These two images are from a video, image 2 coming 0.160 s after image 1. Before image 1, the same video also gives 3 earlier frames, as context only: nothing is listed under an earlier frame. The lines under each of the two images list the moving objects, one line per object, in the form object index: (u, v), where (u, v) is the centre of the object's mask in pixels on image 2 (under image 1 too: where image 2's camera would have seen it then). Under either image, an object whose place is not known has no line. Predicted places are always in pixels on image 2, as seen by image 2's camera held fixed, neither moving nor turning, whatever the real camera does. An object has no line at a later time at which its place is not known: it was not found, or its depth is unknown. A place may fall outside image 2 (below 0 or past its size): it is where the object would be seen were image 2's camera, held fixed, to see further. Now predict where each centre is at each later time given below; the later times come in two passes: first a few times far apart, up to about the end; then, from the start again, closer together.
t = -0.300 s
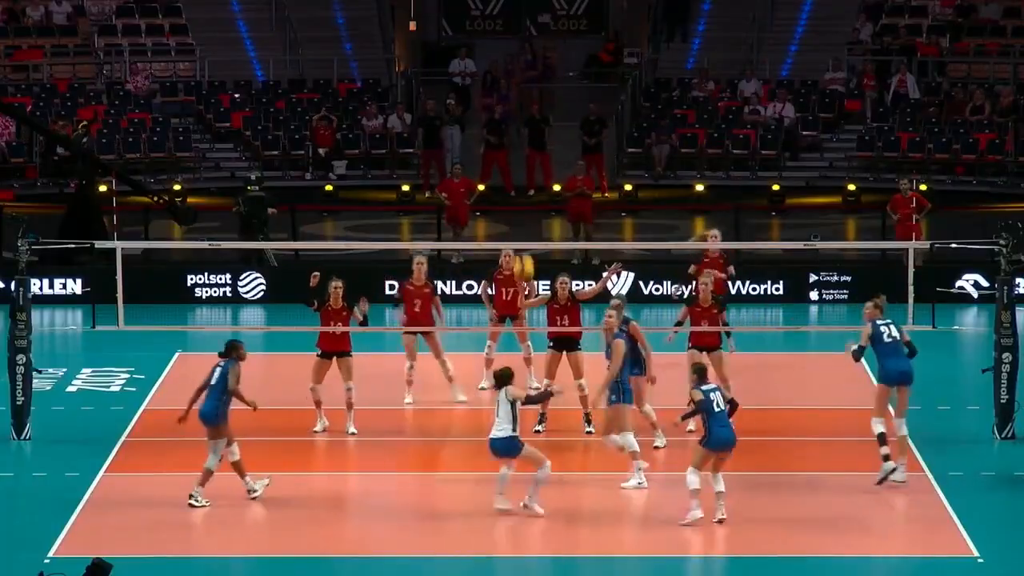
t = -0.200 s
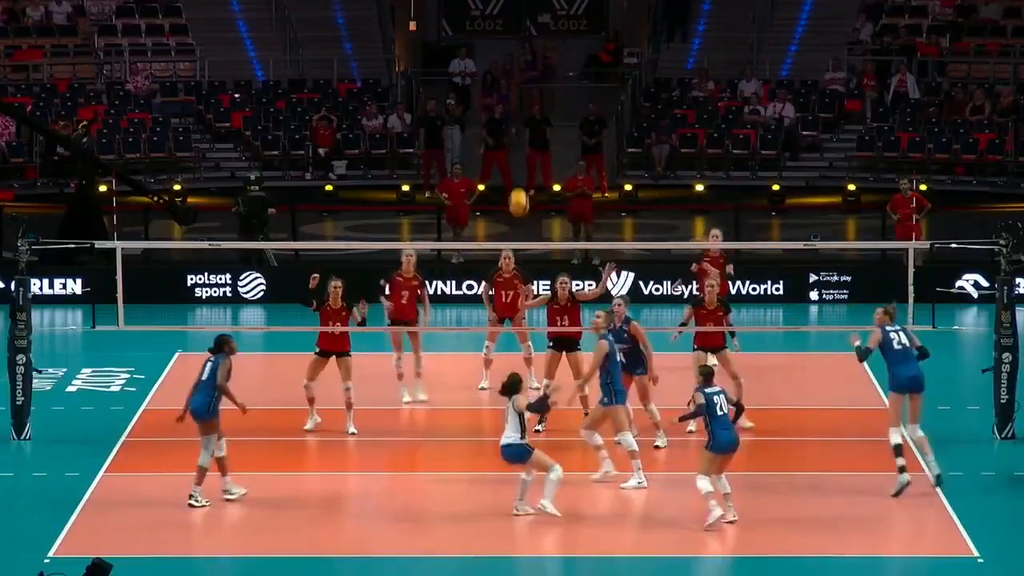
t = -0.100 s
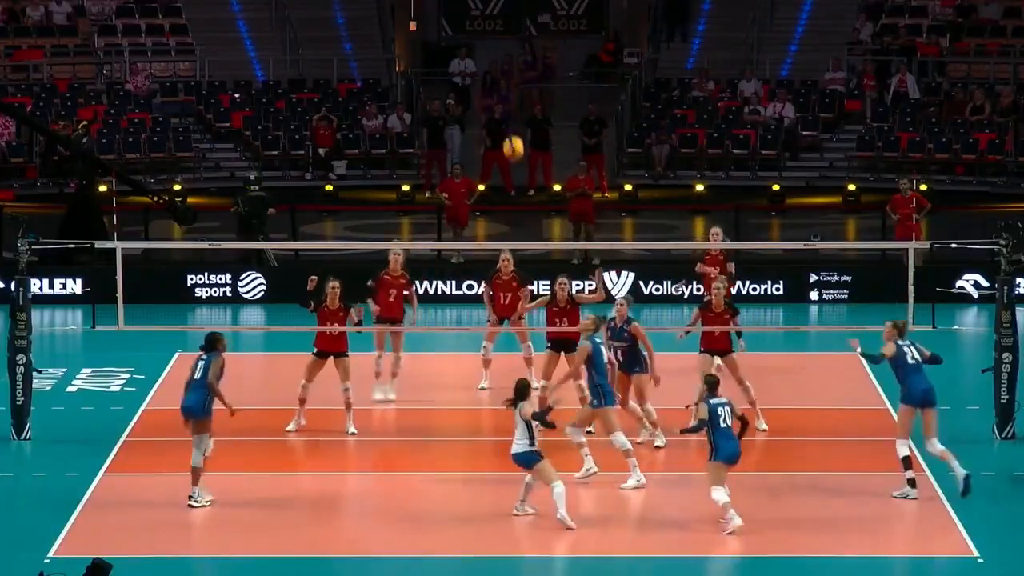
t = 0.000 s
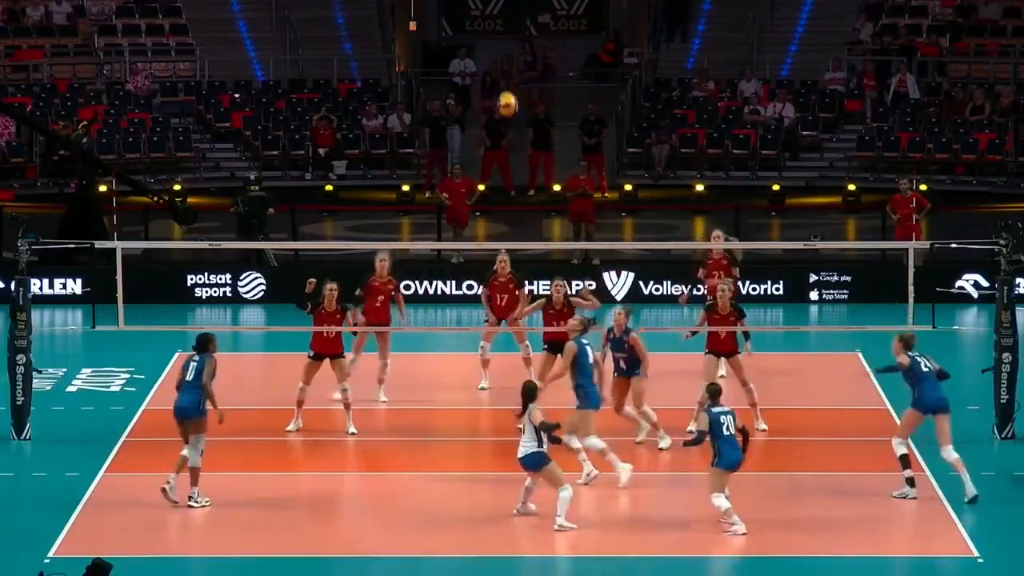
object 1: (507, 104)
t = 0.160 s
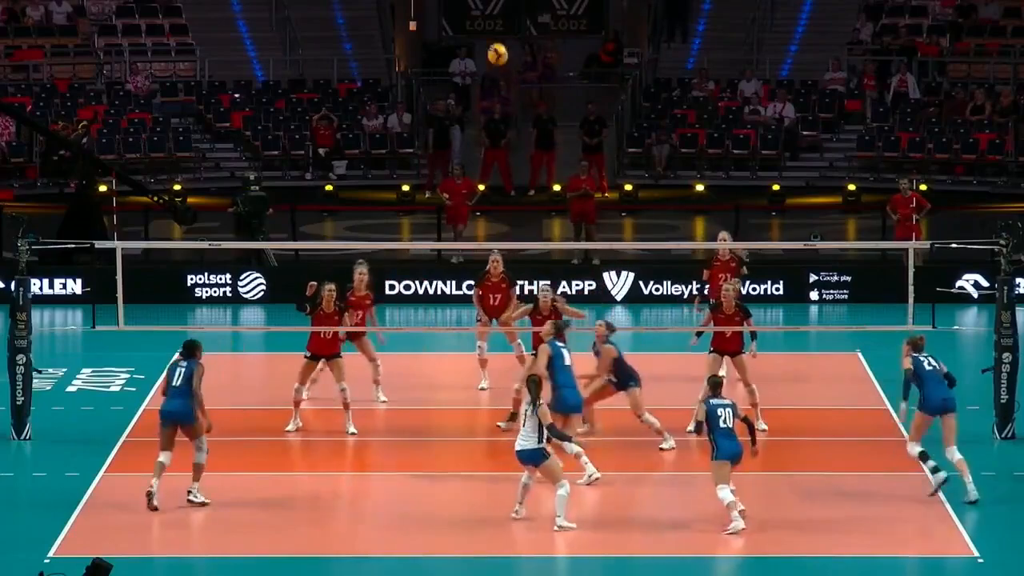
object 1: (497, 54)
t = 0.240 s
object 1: (493, 39)
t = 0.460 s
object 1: (478, 24)
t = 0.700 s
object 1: (462, 54)
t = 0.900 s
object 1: (449, 115)
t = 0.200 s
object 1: (495, 46)
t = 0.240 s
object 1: (493, 39)
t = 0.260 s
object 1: (491, 35)
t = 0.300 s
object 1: (489, 30)
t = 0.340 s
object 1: (486, 27)
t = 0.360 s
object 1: (485, 25)
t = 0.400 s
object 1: (482, 24)
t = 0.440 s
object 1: (479, 24)
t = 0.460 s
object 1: (478, 24)
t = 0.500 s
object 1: (476, 26)
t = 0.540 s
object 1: (473, 29)
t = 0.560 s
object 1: (472, 31)
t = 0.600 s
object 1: (469, 36)
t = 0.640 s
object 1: (466, 43)
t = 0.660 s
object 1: (465, 46)
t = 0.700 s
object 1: (462, 54)
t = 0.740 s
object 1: (459, 64)
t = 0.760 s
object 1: (458, 69)
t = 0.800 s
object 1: (455, 81)
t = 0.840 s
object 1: (452, 94)
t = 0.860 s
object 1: (451, 101)
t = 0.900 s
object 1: (449, 115)
